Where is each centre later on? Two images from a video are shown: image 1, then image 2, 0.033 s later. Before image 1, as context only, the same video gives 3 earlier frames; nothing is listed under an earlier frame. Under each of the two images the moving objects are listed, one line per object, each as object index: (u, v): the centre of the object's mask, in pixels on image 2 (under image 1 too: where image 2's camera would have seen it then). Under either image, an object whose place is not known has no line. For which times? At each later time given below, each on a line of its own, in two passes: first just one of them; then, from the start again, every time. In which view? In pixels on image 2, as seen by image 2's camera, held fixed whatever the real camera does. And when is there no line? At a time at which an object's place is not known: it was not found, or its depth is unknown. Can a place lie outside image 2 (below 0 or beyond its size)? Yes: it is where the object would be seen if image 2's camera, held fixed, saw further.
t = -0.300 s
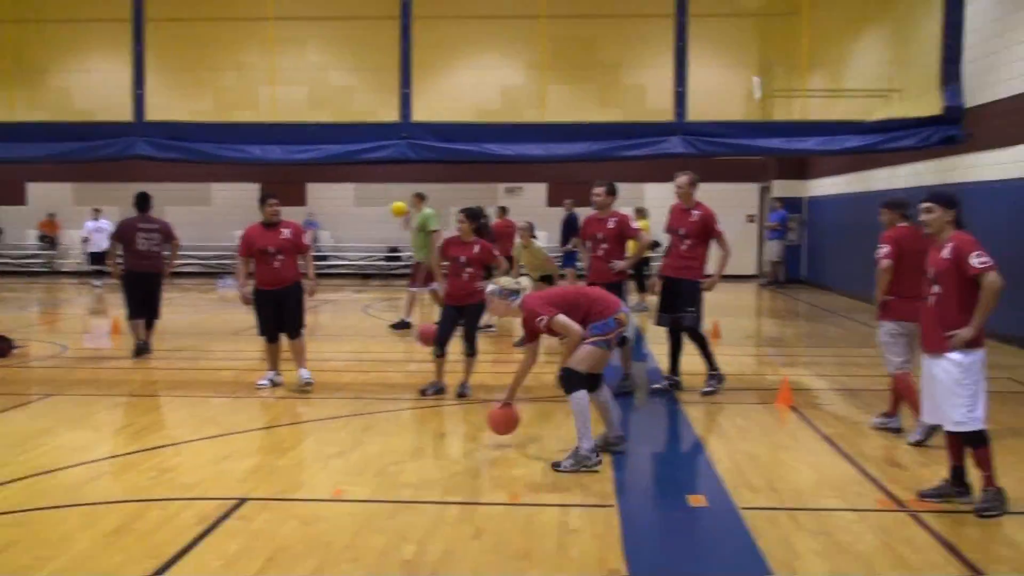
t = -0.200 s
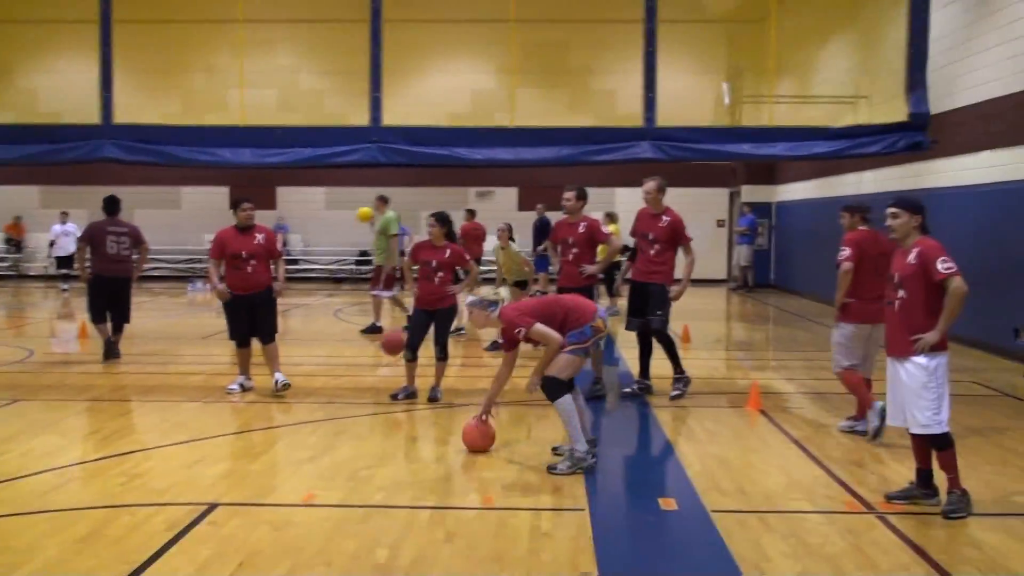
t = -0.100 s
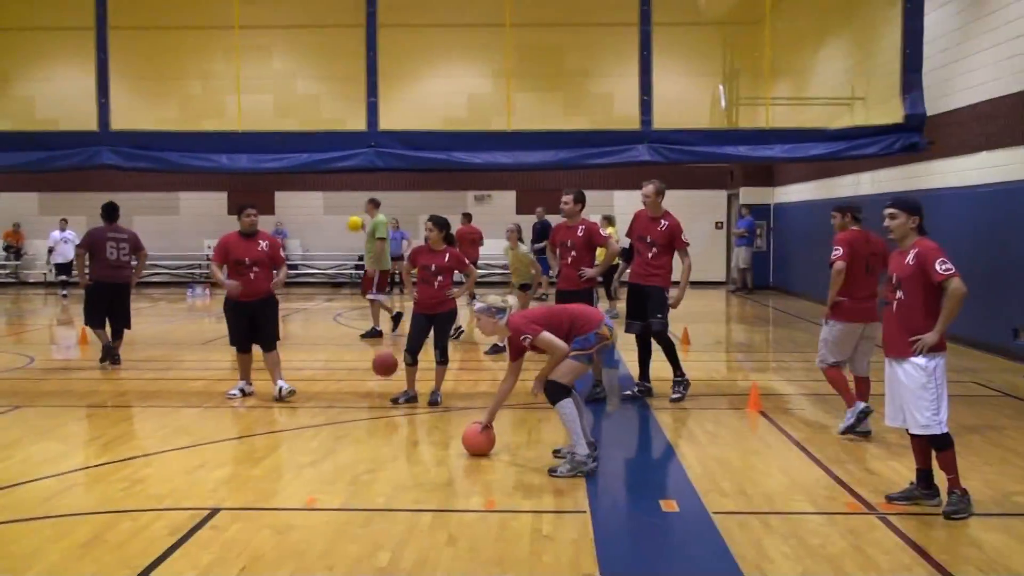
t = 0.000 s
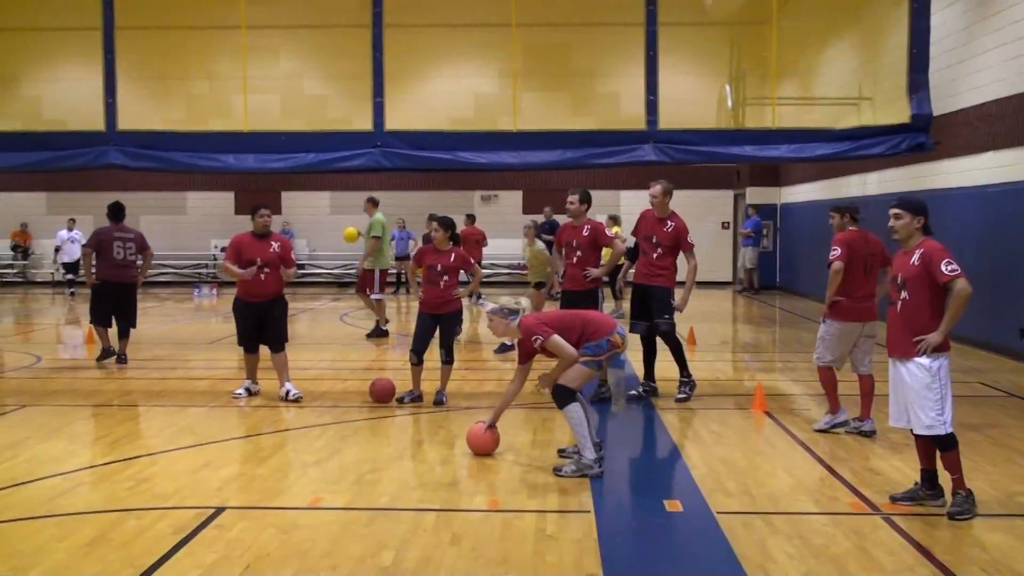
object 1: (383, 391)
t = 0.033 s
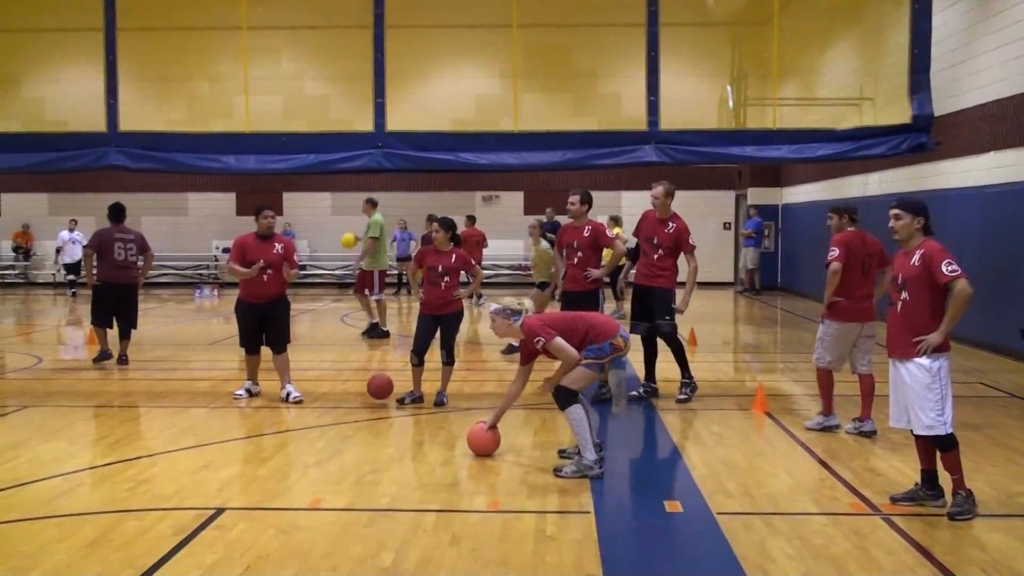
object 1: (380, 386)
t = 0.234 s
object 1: (360, 380)
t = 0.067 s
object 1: (377, 382)
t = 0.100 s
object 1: (374, 380)
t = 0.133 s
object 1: (371, 378)
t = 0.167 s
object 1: (367, 377)
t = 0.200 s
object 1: (364, 378)
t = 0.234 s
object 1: (360, 380)
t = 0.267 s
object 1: (357, 384)
